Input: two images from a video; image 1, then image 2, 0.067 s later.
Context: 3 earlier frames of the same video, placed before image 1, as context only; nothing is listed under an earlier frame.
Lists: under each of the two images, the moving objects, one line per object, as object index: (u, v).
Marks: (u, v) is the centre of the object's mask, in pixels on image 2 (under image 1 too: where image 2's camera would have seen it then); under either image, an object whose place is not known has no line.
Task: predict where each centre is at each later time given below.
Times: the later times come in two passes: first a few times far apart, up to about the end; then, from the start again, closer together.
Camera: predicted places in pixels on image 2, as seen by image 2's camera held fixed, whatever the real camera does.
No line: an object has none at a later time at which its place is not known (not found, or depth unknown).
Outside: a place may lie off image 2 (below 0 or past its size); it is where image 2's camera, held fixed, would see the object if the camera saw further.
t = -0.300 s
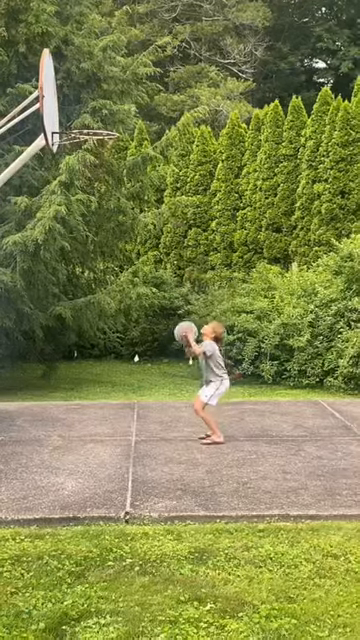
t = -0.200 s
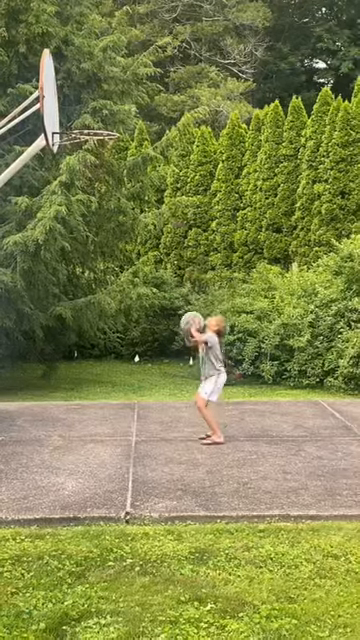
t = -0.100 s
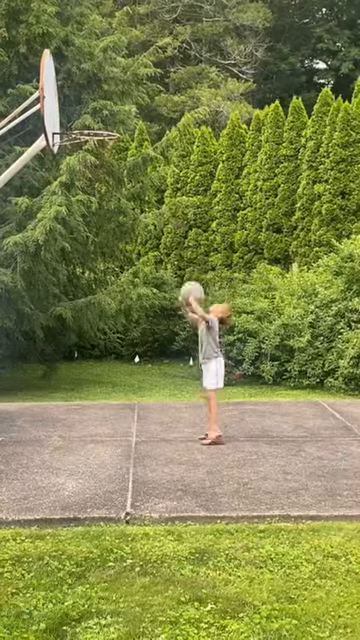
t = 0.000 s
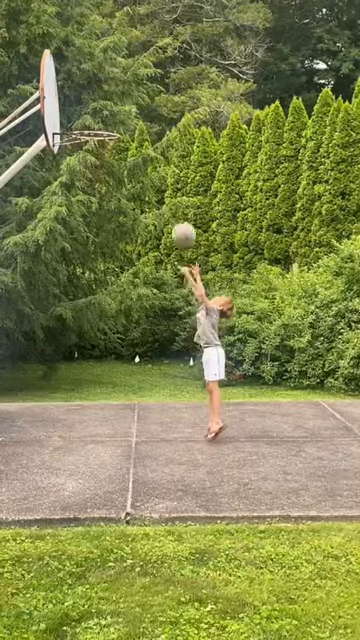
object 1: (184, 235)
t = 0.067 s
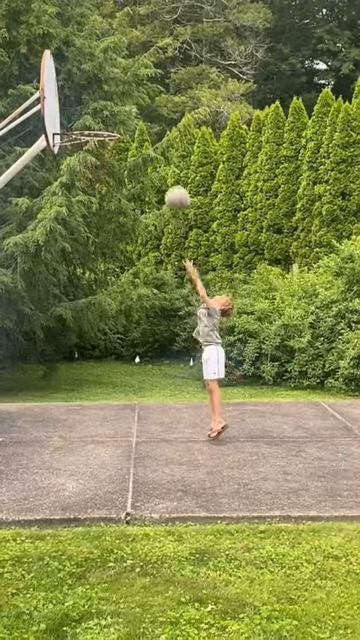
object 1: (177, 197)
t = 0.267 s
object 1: (158, 116)
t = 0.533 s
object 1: (135, 71)
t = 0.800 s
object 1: (110, 100)
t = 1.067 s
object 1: (89, 195)
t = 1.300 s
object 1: (71, 314)
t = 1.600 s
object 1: (57, 395)
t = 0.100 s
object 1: (174, 181)
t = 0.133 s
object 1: (171, 166)
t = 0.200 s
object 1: (165, 139)
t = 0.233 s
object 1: (161, 129)
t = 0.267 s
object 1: (158, 116)
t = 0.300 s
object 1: (155, 108)
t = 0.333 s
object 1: (152, 98)
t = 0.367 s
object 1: (149, 90)
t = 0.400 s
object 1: (146, 84)
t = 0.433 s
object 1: (143, 80)
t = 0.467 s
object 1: (140, 75)
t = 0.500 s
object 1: (138, 73)
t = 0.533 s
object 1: (135, 71)
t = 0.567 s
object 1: (132, 71)
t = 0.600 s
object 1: (129, 71)
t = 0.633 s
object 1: (126, 72)
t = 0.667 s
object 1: (123, 77)
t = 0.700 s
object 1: (120, 82)
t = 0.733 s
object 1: (117, 86)
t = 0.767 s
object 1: (114, 93)
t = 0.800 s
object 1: (110, 100)
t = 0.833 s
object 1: (108, 110)
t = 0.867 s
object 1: (106, 119)
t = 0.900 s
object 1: (103, 130)
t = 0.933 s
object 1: (100, 144)
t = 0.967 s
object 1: (97, 157)
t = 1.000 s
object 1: (95, 168)
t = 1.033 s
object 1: (91, 181)
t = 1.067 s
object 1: (89, 195)
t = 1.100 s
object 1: (86, 209)
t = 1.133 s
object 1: (84, 225)
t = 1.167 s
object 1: (81, 241)
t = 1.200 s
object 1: (79, 258)
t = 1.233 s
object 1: (76, 275)
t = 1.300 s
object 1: (71, 314)
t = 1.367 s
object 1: (66, 356)
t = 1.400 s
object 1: (64, 379)
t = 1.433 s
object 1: (61, 403)
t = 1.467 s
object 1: (58, 431)
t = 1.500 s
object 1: (58, 425)
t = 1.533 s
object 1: (57, 414)
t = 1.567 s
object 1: (57, 404)
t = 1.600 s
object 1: (57, 395)
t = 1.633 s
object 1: (57, 388)
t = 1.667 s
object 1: (57, 381)
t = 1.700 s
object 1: (57, 376)
